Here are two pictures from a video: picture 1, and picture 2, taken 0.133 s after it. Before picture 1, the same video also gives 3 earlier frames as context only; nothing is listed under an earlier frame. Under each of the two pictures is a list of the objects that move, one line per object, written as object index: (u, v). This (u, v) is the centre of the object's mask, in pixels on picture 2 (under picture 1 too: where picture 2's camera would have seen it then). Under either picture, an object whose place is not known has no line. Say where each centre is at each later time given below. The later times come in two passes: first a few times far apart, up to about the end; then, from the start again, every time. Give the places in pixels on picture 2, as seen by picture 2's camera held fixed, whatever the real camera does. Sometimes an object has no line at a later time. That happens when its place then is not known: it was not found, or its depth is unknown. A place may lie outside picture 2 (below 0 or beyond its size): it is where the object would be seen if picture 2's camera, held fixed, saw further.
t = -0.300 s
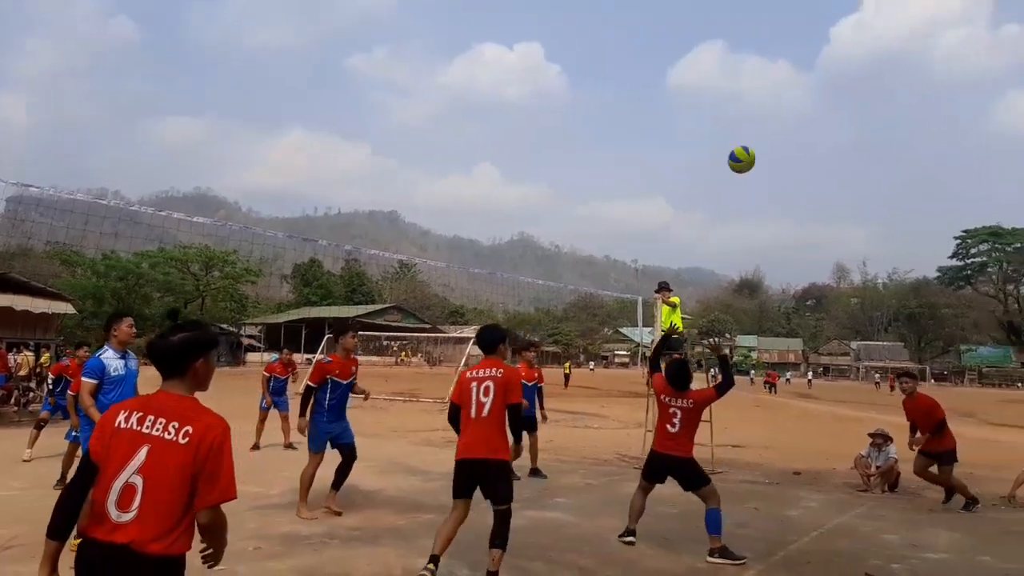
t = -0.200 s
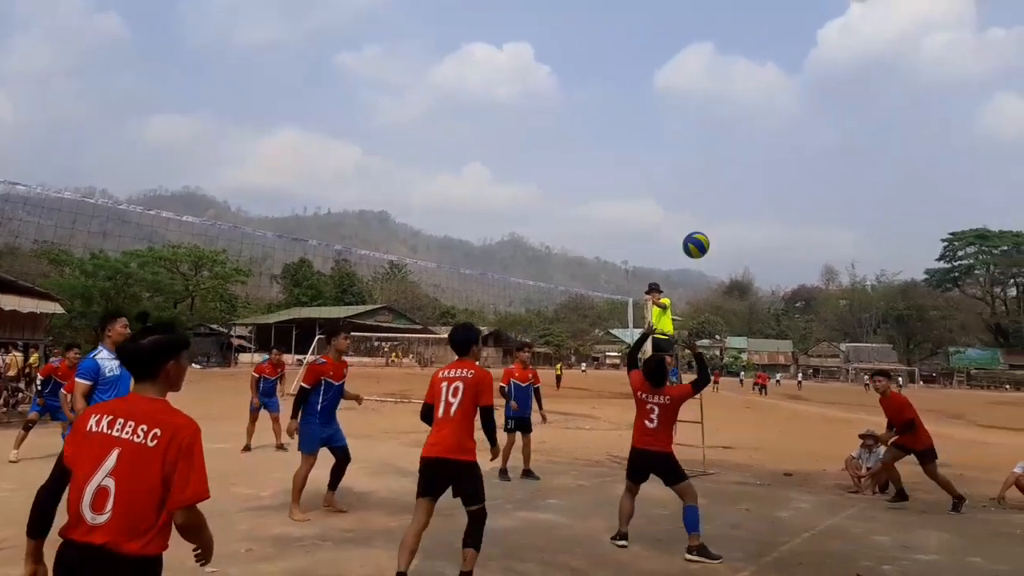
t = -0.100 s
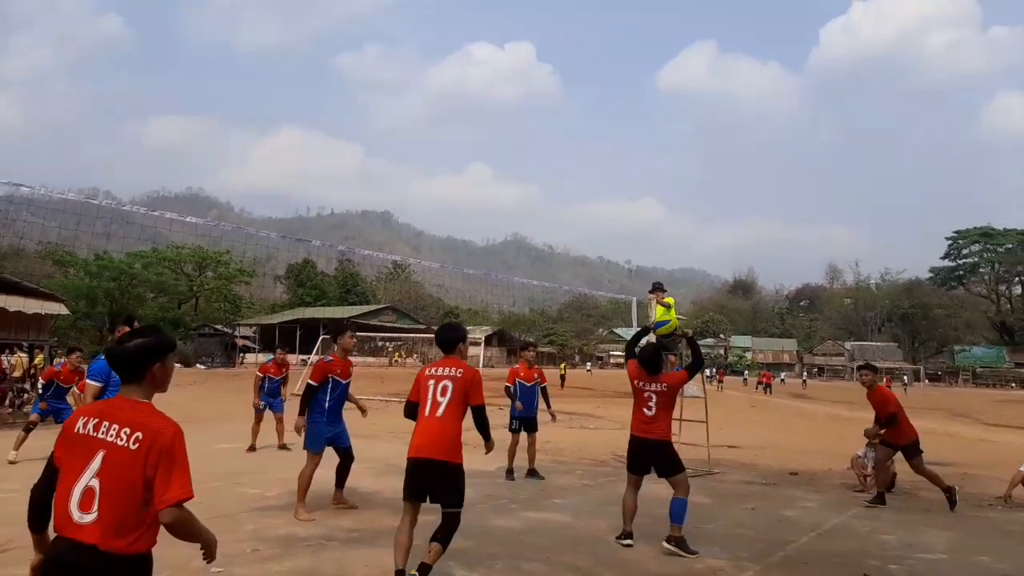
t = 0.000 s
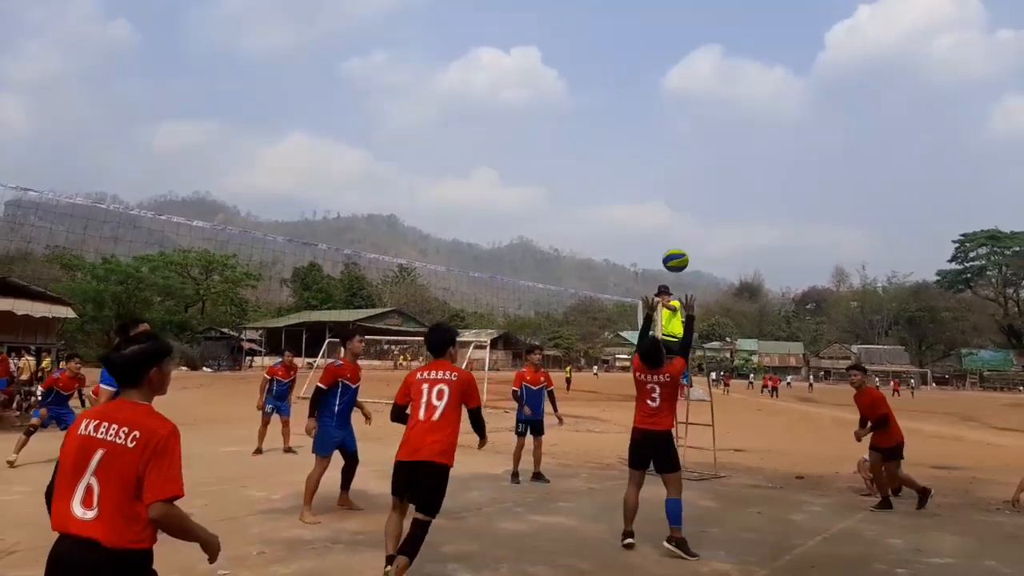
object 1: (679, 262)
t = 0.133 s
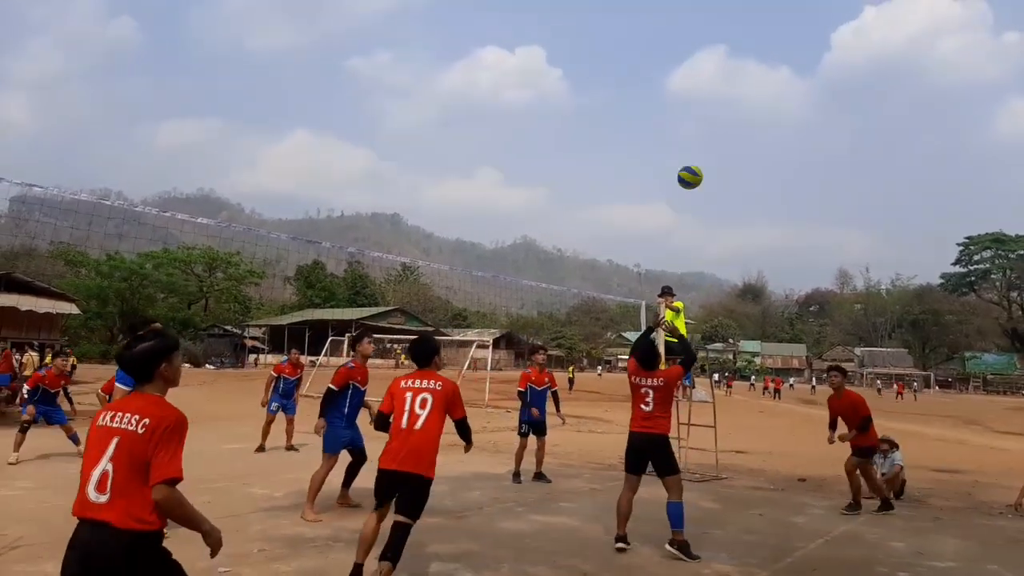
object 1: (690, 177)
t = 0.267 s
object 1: (700, 116)
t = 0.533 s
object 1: (721, 55)
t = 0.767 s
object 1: (735, 62)
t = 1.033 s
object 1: (750, 132)
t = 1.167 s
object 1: (759, 192)
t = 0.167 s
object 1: (692, 159)
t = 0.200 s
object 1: (695, 143)
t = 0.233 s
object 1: (697, 129)
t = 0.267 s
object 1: (700, 116)
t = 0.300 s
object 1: (704, 105)
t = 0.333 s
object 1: (707, 94)
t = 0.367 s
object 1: (709, 83)
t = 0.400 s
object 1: (711, 76)
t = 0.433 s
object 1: (712, 70)
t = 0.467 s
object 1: (714, 63)
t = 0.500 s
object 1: (717, 59)
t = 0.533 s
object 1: (721, 55)
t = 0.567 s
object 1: (723, 52)
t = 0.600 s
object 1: (725, 51)
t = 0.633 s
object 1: (726, 51)
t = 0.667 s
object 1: (727, 52)
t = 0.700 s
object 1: (729, 54)
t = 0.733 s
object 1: (733, 57)
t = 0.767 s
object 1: (735, 62)
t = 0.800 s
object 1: (738, 66)
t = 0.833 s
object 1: (741, 74)
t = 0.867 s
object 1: (743, 80)
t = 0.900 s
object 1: (745, 89)
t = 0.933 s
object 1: (746, 99)
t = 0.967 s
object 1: (748, 108)
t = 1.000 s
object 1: (749, 120)
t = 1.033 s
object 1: (750, 132)
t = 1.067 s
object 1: (752, 145)
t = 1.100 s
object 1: (755, 160)
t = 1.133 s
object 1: (757, 176)
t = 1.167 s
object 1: (759, 192)
